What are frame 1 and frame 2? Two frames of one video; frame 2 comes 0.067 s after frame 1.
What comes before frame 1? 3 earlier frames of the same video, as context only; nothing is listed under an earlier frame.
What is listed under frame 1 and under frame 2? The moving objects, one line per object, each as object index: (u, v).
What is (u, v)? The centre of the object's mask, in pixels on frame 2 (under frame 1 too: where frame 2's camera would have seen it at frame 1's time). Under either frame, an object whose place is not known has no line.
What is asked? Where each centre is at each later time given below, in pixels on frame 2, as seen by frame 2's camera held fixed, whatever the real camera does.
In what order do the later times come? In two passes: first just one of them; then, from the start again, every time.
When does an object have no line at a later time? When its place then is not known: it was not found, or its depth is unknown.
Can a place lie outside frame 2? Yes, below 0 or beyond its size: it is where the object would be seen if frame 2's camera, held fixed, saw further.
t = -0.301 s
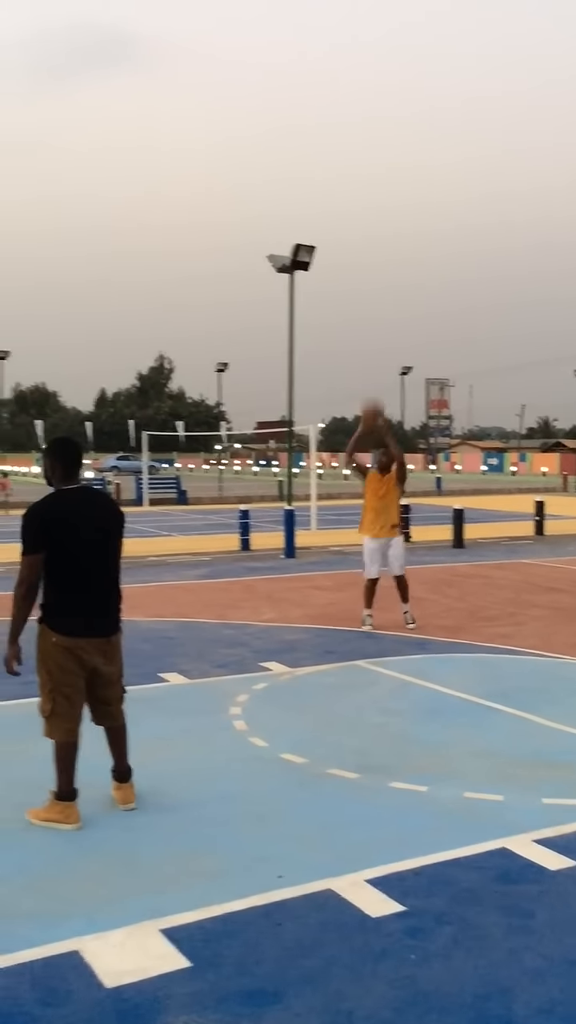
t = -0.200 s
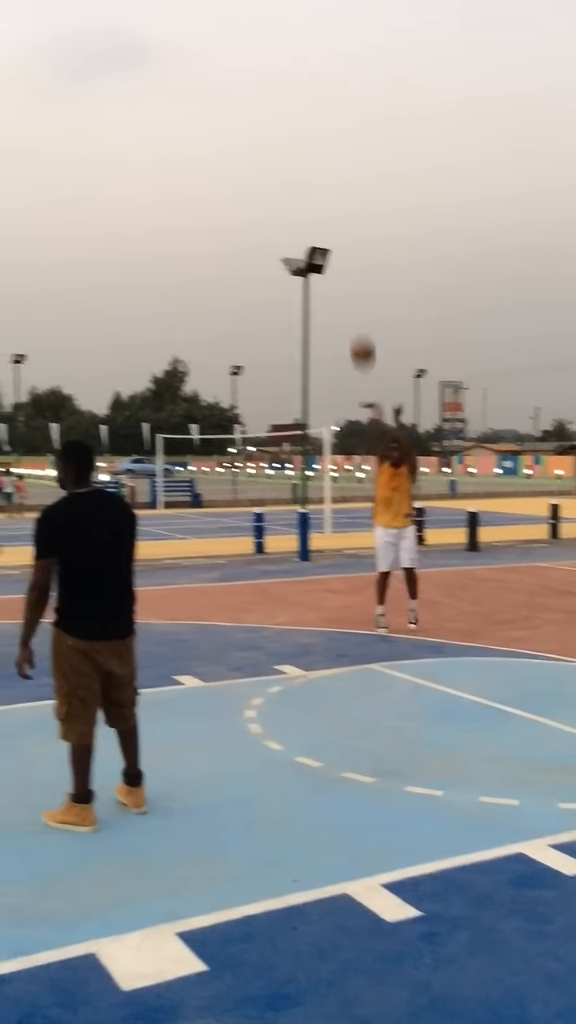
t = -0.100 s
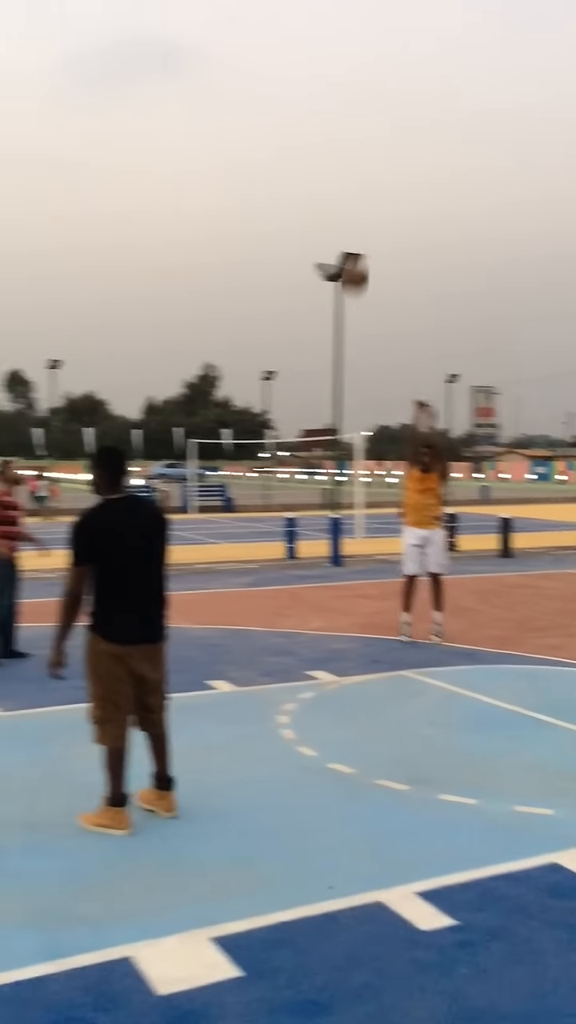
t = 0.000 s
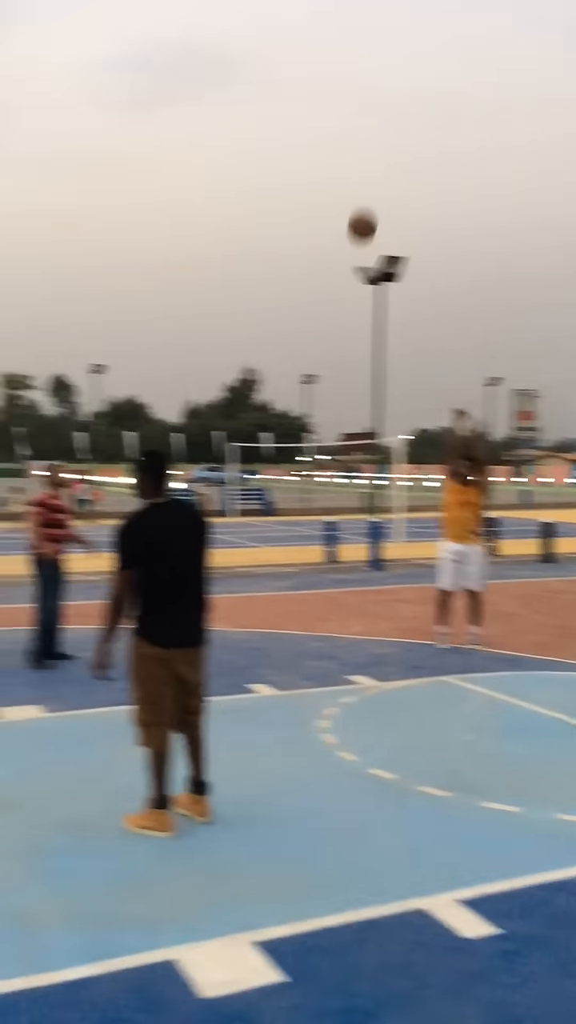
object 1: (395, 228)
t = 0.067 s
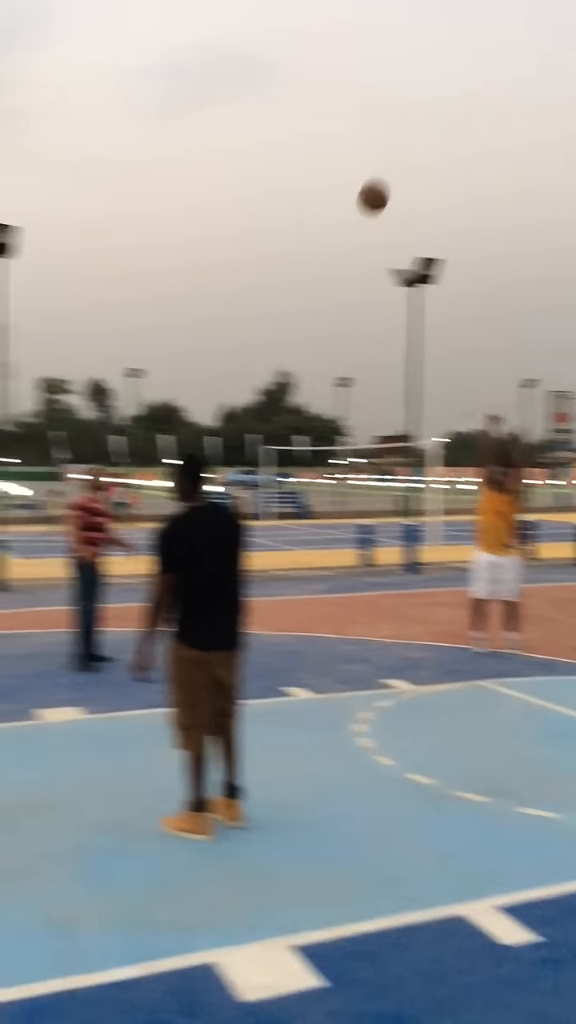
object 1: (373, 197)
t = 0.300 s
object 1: (274, 121)
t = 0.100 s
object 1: (361, 182)
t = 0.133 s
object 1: (347, 170)
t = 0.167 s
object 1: (334, 157)
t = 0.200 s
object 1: (320, 147)
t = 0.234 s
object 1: (305, 137)
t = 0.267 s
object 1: (290, 128)
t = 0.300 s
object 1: (274, 121)
